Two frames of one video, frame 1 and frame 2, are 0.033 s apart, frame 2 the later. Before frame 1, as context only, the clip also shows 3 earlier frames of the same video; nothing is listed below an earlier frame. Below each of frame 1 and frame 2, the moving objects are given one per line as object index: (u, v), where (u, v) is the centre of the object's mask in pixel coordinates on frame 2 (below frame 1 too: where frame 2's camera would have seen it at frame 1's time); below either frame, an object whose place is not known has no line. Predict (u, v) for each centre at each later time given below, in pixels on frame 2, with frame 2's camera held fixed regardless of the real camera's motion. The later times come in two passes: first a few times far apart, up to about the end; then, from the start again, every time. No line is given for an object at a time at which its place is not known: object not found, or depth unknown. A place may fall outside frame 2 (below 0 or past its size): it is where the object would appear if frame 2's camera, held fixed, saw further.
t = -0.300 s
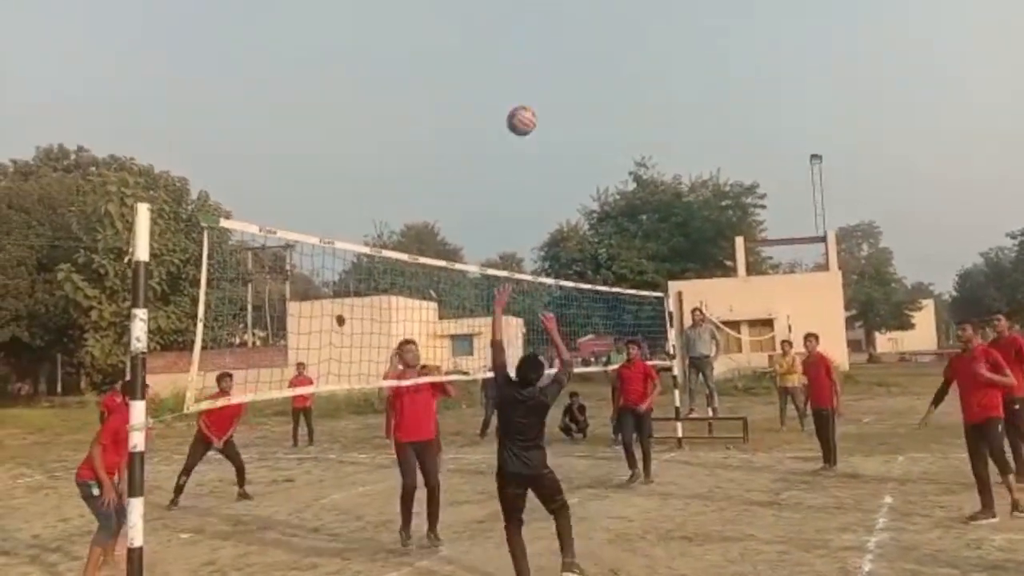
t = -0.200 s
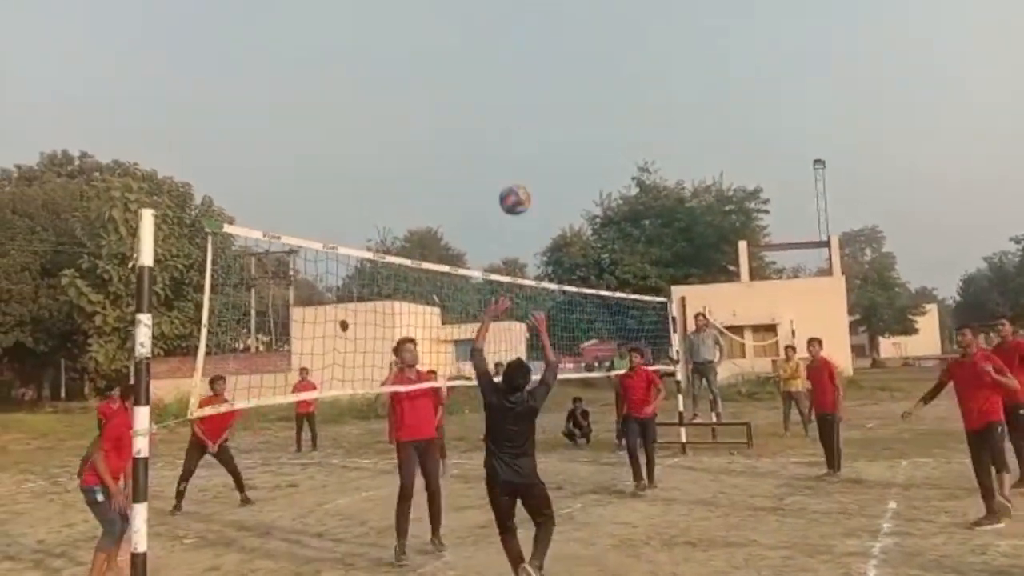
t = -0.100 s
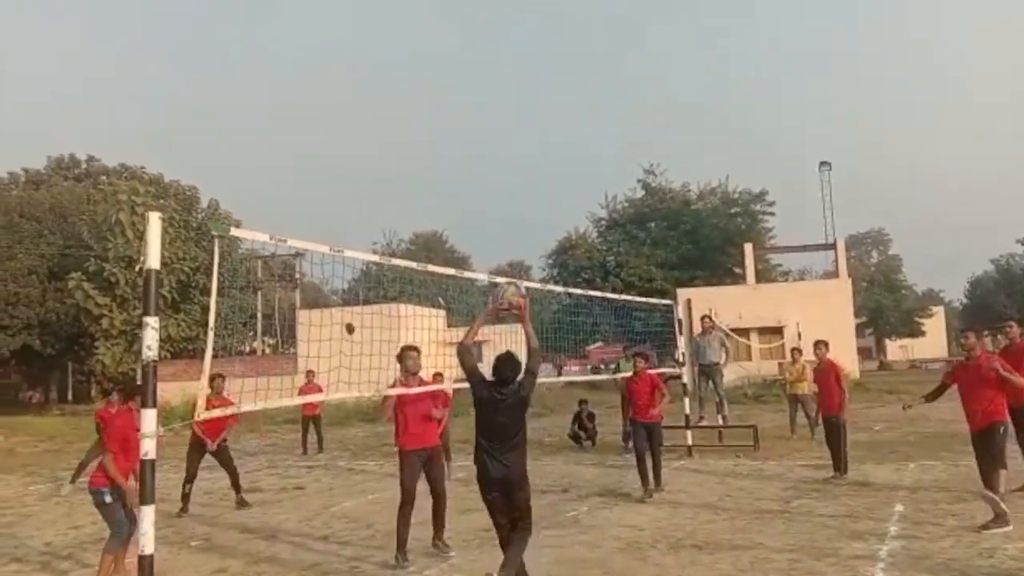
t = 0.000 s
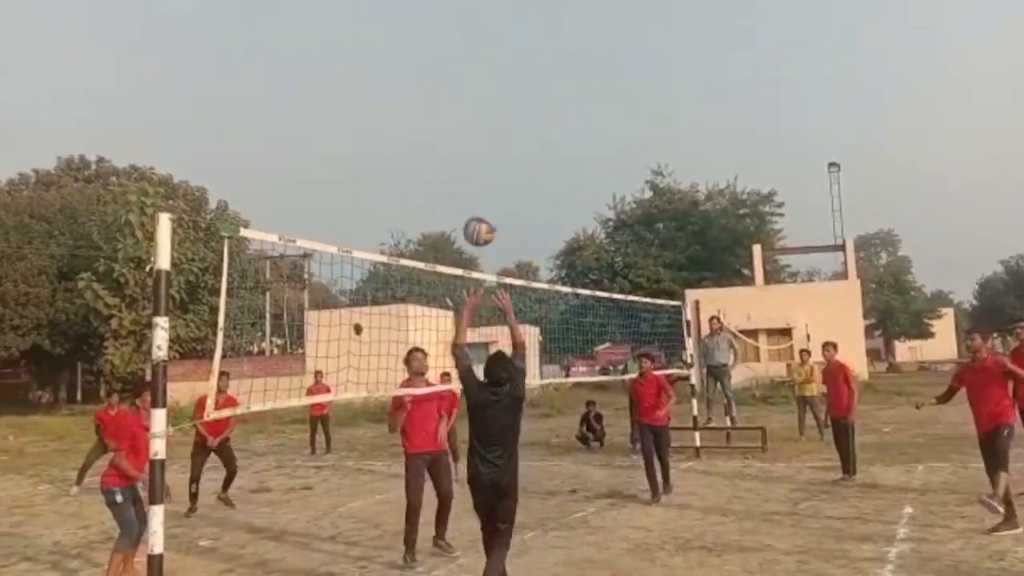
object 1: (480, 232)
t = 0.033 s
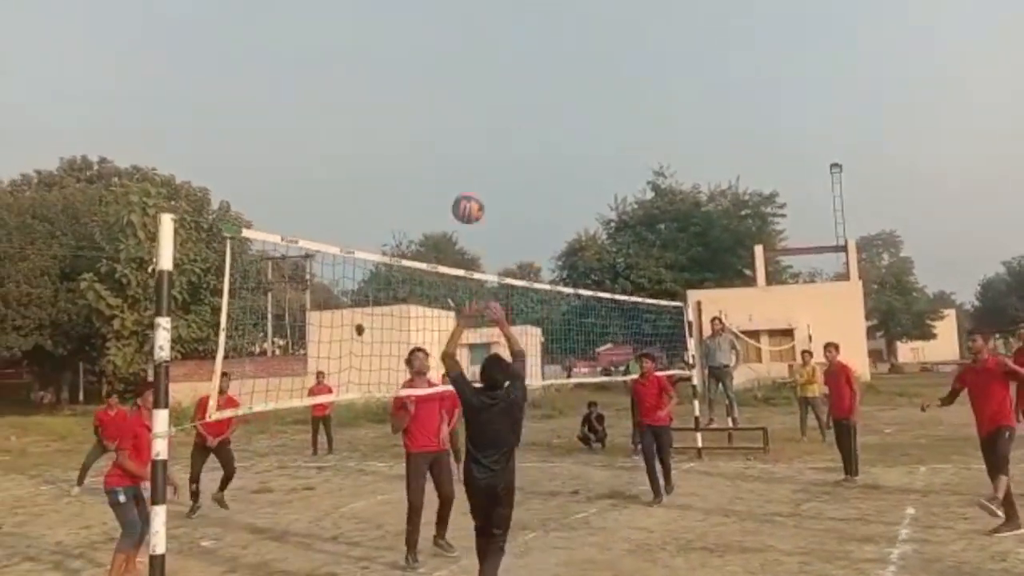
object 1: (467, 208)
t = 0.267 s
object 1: (383, 98)
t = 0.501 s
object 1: (307, 67)
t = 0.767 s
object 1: (227, 123)
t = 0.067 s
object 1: (455, 187)
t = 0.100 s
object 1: (442, 168)
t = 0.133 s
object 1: (430, 150)
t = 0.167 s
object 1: (418, 134)
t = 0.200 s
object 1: (406, 120)
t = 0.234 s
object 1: (395, 108)
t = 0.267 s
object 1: (383, 98)
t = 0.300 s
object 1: (371, 88)
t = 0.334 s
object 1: (360, 81)
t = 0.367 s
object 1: (349, 75)
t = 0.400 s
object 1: (338, 70)
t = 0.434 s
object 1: (328, 68)
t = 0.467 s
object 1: (317, 66)
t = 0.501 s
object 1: (307, 67)
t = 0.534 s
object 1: (295, 69)
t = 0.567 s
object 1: (285, 72)
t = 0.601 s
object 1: (275, 77)
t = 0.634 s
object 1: (266, 83)
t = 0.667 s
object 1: (256, 91)
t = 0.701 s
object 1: (246, 100)
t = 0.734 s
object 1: (238, 110)
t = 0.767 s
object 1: (227, 123)
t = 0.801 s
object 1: (218, 135)
